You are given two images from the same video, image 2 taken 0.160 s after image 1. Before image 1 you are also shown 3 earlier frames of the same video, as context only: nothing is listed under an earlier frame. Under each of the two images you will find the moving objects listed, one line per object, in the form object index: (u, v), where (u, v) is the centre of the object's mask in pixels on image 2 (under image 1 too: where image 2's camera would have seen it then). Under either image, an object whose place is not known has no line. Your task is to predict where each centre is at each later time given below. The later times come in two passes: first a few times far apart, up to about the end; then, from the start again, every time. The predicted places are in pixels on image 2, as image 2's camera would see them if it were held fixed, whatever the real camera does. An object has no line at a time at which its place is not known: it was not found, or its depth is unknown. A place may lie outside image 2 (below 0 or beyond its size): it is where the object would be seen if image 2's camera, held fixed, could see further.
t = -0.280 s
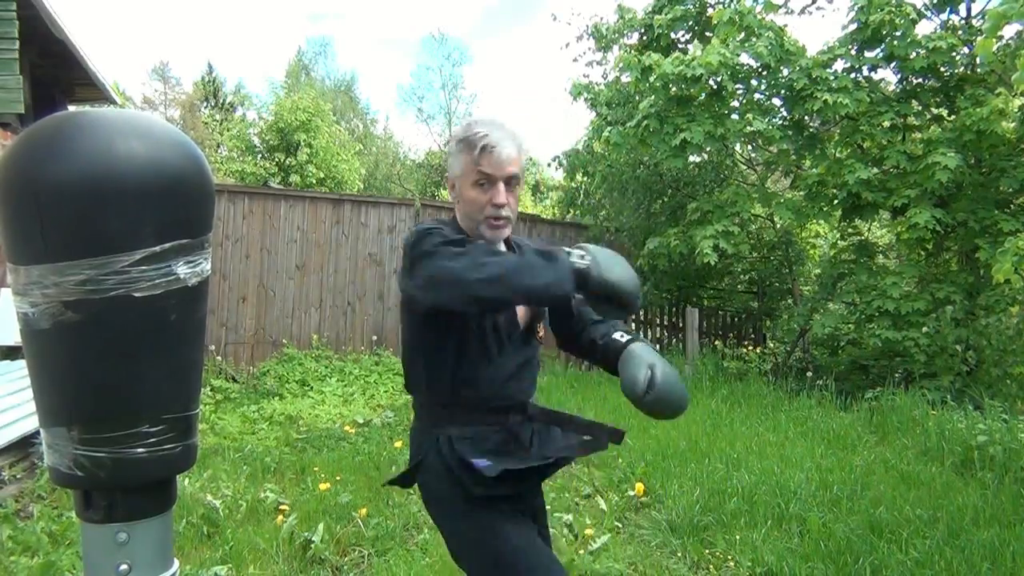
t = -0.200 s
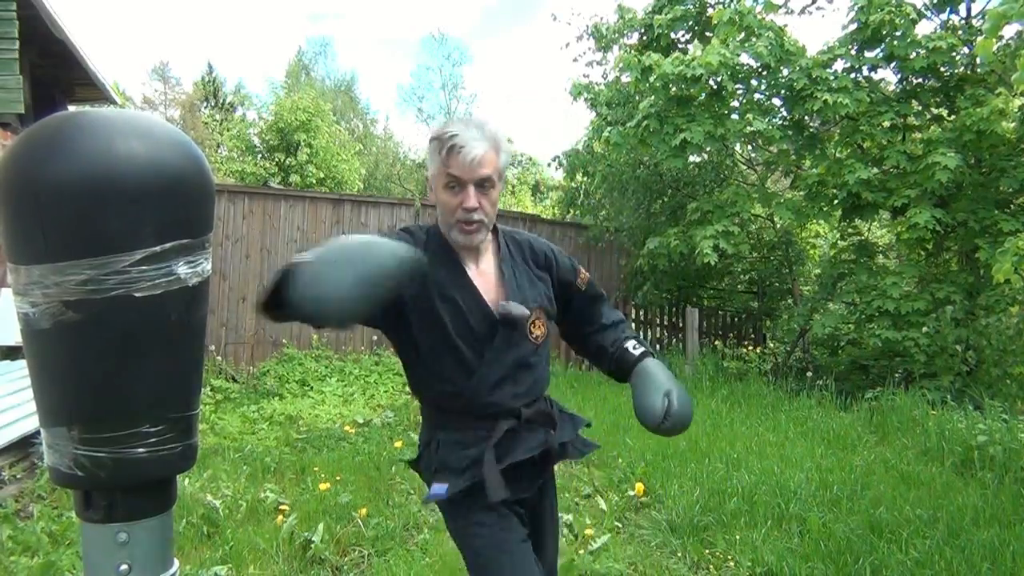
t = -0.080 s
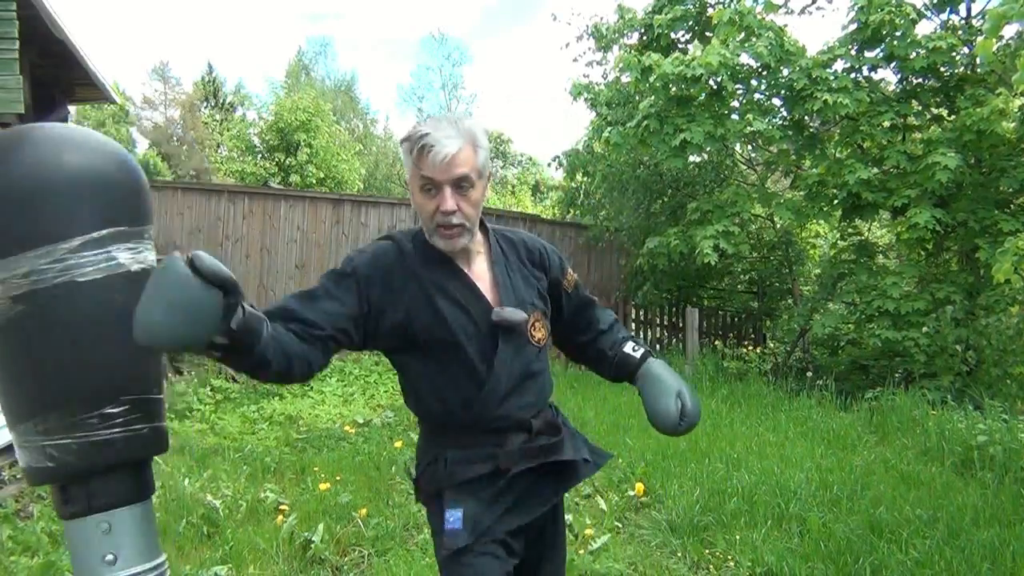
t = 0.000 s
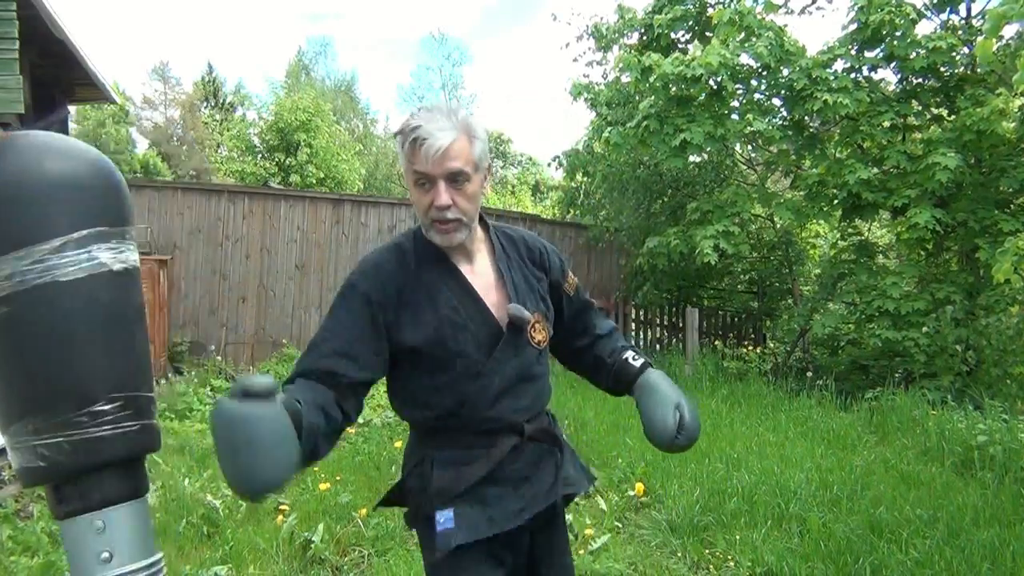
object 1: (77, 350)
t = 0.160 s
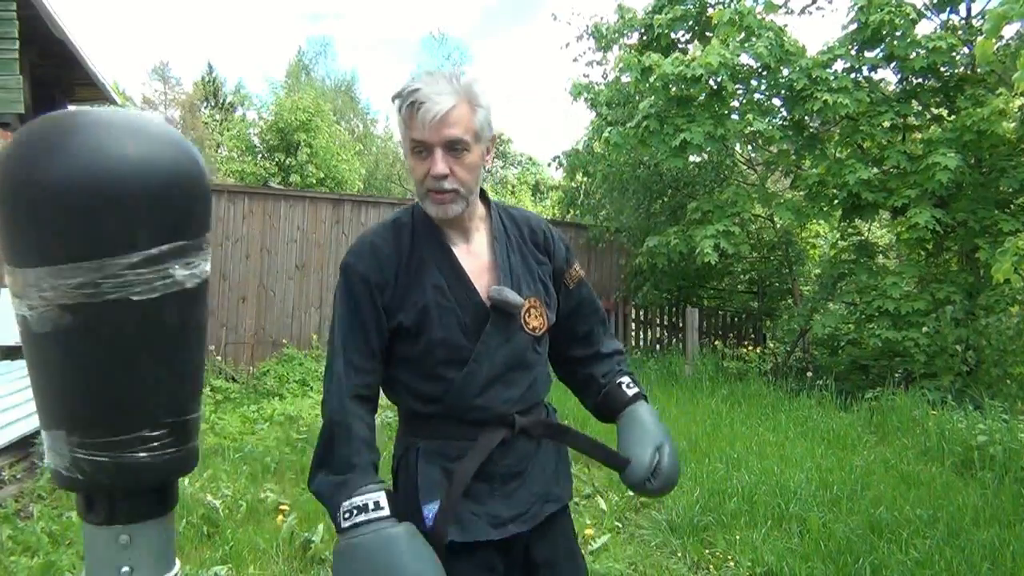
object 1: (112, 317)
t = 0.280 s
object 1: (163, 319)
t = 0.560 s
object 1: (92, 329)
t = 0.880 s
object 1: (138, 315)
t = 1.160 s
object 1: (104, 320)
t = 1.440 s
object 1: (112, 316)
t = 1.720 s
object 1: (123, 316)
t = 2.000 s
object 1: (101, 322)
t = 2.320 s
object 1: (122, 316)
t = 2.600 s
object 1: (104, 319)
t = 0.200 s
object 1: (133, 315)
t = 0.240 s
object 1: (151, 317)
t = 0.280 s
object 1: (163, 319)
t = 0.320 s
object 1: (167, 320)
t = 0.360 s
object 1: (162, 318)
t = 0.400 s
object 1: (148, 317)
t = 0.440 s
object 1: (131, 317)
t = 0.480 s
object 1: (113, 318)
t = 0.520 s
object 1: (100, 324)
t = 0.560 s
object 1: (92, 329)
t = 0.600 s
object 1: (87, 337)
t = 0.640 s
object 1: (85, 338)
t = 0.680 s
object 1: (88, 334)
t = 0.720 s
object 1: (92, 328)
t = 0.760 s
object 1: (100, 323)
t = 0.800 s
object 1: (112, 318)
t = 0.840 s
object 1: (125, 314)
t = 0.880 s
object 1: (138, 315)
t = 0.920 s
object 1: (146, 316)
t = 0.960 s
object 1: (149, 317)
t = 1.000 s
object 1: (144, 317)
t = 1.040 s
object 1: (137, 317)
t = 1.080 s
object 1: (126, 316)
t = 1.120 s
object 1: (114, 317)
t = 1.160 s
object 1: (104, 320)
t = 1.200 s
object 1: (96, 326)
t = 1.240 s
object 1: (92, 328)
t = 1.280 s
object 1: (93, 327)
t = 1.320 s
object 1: (94, 325)
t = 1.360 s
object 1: (97, 324)
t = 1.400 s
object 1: (103, 321)
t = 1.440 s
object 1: (112, 316)
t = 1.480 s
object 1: (121, 315)
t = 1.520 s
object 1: (128, 316)
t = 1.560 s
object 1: (135, 315)
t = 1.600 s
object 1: (136, 317)
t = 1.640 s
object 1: (134, 317)
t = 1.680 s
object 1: (130, 316)
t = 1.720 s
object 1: (123, 316)
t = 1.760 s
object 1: (115, 318)
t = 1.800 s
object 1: (108, 320)
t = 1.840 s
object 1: (103, 320)
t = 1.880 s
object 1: (100, 322)
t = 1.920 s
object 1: (100, 323)
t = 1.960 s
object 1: (100, 322)
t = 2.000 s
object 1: (101, 322)
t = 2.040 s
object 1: (104, 319)
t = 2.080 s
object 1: (109, 318)
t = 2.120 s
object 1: (115, 315)
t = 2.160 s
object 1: (119, 315)
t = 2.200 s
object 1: (122, 315)
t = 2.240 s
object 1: (125, 315)
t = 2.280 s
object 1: (123, 316)
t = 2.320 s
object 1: (122, 316)
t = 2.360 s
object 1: (119, 317)
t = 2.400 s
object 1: (116, 317)
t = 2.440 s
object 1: (111, 318)
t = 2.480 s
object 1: (109, 318)
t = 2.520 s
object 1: (106, 320)
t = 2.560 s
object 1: (105, 320)
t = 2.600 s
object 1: (104, 319)
